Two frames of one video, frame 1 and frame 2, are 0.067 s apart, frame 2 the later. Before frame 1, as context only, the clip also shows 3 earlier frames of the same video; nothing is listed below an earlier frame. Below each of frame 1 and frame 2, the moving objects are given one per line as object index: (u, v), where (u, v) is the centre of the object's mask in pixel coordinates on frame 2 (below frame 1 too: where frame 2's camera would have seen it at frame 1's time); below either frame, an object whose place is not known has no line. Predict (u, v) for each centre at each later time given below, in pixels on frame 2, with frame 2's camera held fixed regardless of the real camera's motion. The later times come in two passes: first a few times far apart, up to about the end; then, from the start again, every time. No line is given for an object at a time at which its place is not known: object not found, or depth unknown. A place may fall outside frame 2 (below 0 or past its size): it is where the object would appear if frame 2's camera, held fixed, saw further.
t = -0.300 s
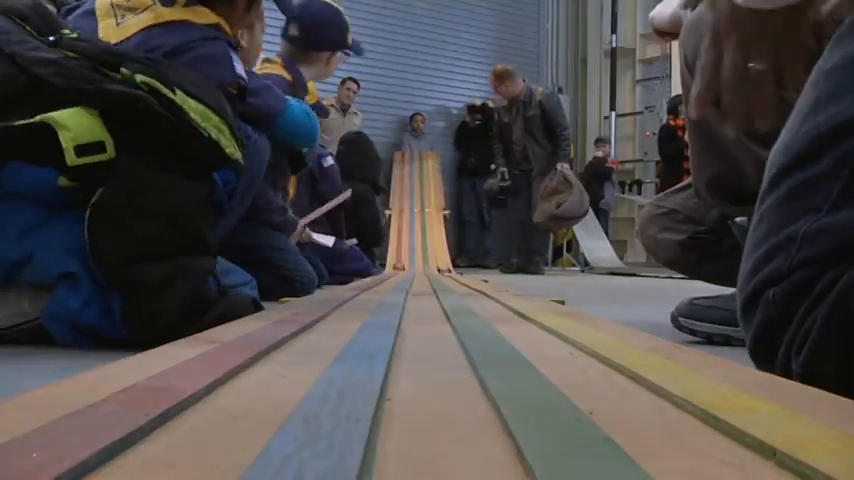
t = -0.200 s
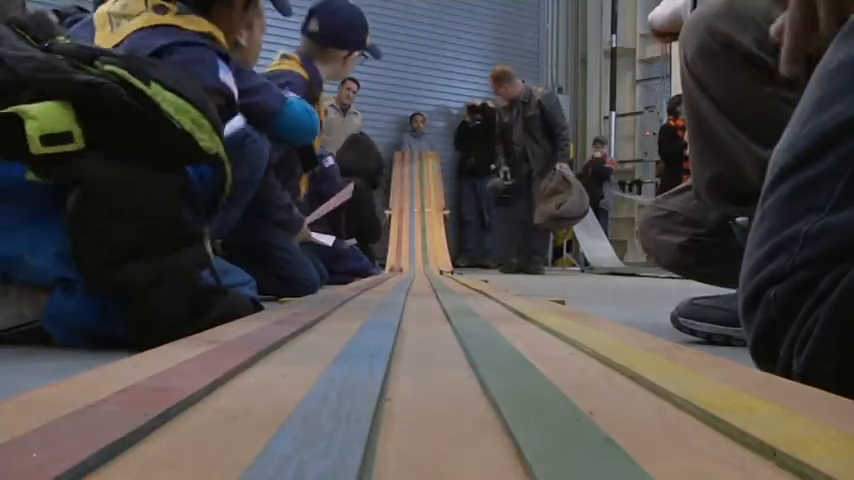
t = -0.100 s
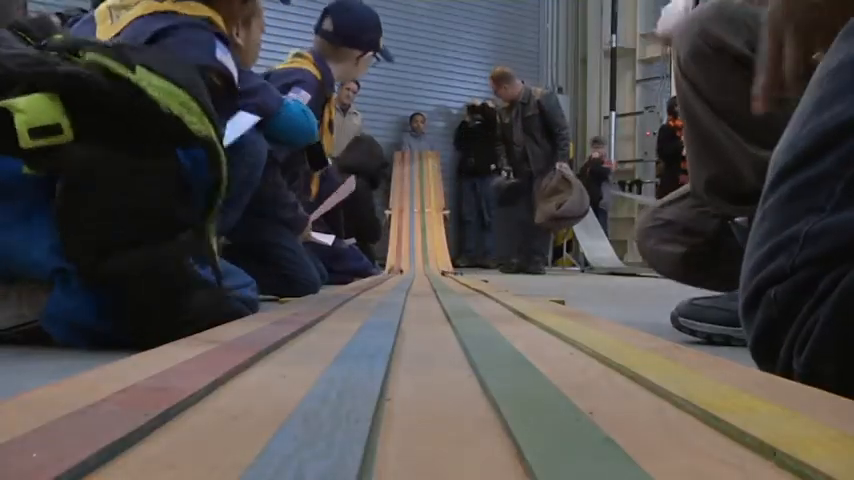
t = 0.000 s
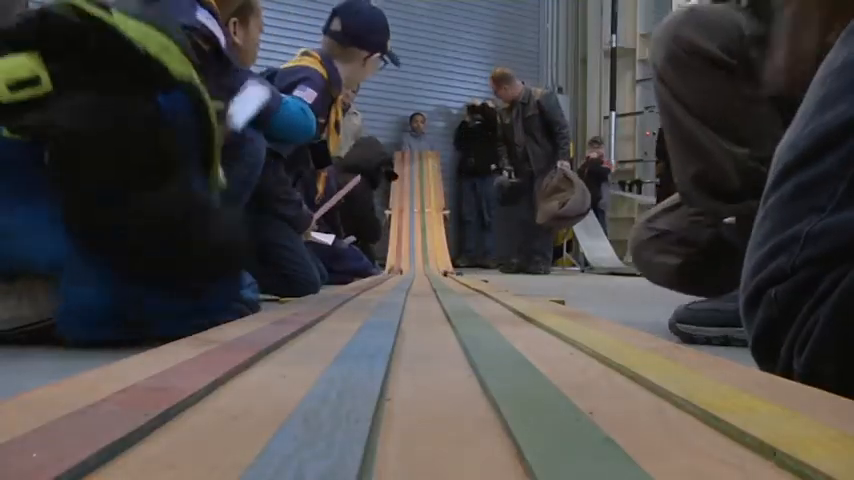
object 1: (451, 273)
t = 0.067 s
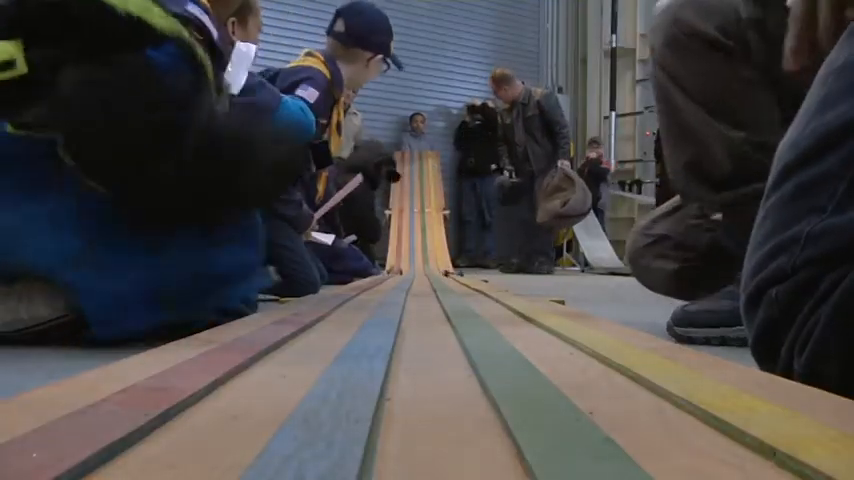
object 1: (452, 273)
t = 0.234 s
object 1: (459, 275)
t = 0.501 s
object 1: (473, 279)
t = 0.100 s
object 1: (454, 273)
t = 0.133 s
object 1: (455, 274)
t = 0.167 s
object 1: (456, 274)
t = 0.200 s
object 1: (458, 274)
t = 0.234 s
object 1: (459, 275)
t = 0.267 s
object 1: (459, 276)
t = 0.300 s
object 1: (462, 276)
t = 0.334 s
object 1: (463, 276)
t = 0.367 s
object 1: (466, 277)
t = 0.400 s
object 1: (467, 278)
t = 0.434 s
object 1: (470, 278)
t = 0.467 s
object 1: (472, 279)
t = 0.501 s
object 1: (473, 279)
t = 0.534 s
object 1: (475, 280)
